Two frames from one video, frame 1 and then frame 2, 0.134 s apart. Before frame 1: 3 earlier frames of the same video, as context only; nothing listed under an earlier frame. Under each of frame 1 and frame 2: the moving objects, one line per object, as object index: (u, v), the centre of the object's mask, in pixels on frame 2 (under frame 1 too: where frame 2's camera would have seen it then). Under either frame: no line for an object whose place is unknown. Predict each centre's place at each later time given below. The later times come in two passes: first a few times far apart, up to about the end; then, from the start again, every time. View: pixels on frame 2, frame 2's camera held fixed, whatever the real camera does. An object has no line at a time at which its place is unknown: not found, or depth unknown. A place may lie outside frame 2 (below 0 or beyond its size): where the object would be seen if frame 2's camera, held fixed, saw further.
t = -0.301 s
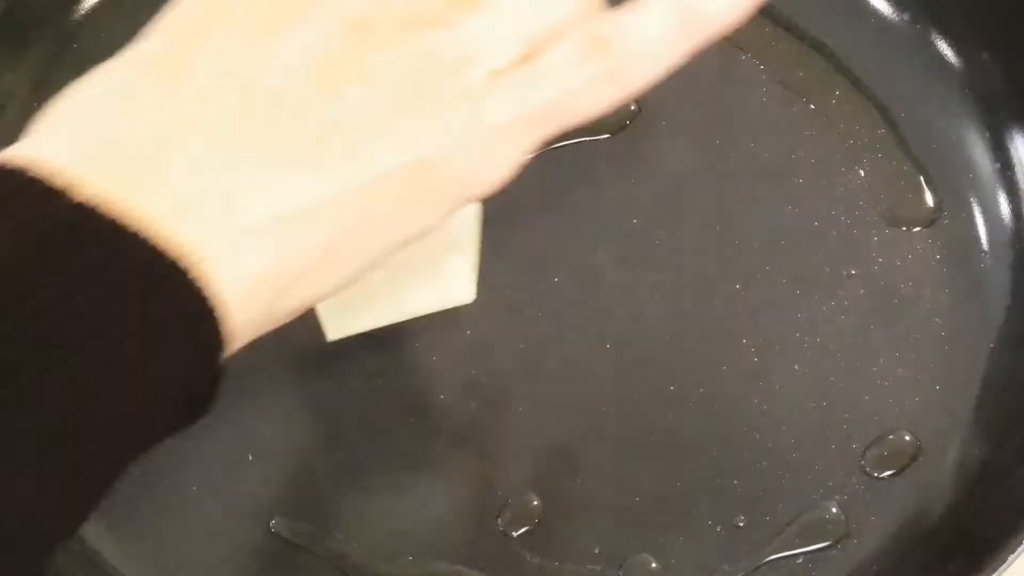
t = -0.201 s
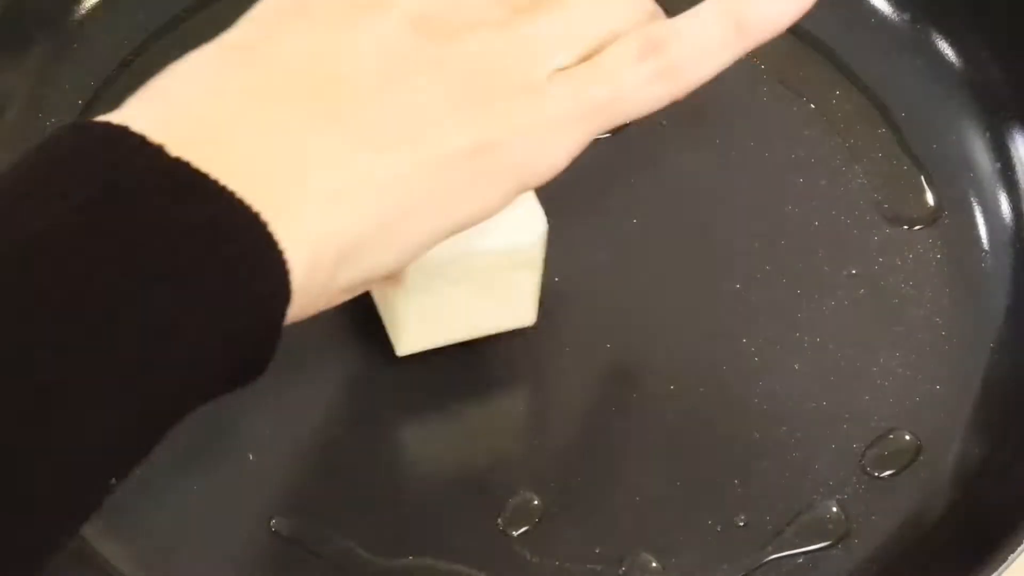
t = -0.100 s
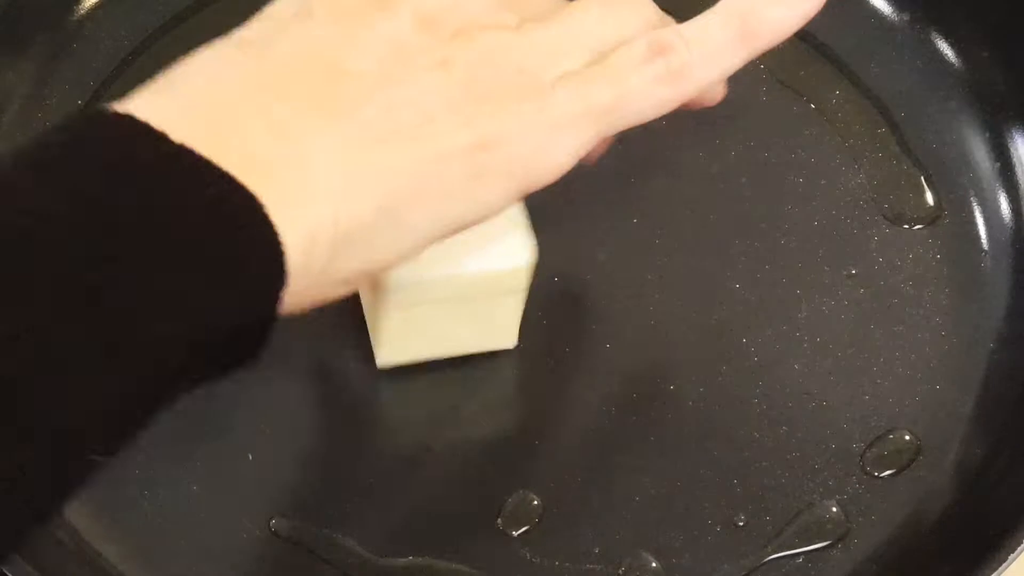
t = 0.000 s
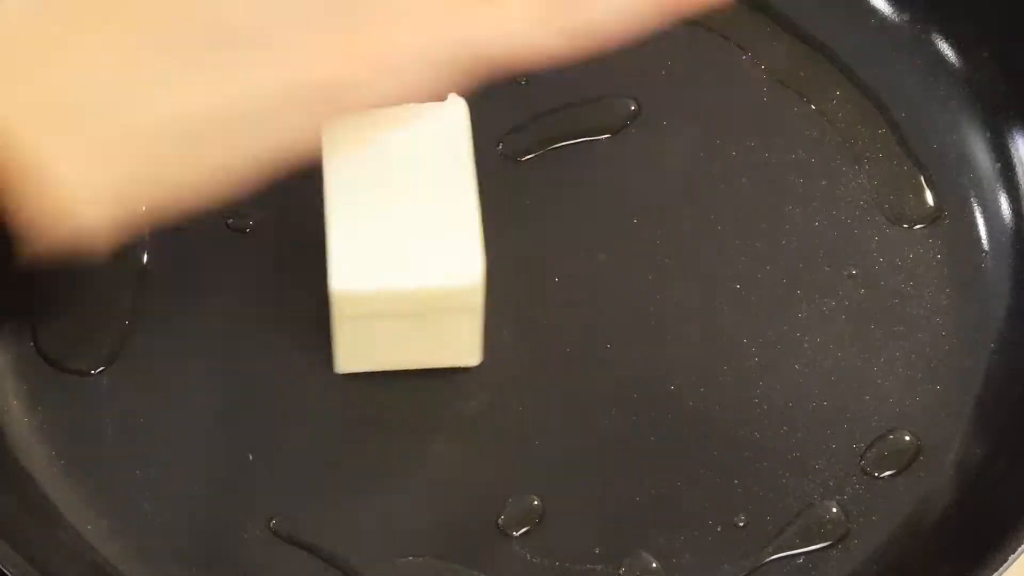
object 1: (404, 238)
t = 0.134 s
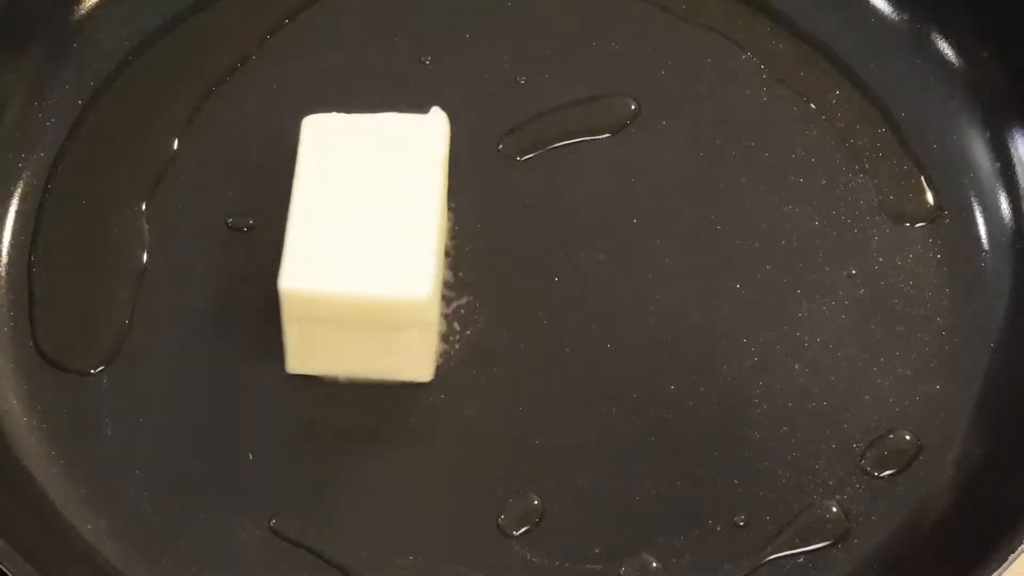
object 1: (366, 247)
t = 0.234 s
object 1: (345, 251)
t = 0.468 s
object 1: (300, 256)
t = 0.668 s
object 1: (264, 259)
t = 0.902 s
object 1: (220, 260)
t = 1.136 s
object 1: (166, 259)
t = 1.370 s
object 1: (127, 254)
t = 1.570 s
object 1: (114, 248)
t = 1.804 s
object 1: (91, 239)
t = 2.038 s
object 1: (84, 232)
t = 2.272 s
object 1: (84, 225)
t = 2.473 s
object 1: (84, 220)
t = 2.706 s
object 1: (85, 214)
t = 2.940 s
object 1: (85, 208)
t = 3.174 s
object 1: (86, 203)
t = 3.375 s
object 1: (86, 197)
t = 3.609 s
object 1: (87, 192)
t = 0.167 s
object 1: (358, 248)
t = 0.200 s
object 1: (352, 250)
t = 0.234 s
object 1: (345, 251)
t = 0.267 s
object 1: (338, 253)
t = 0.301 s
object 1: (331, 254)
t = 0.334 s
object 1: (325, 253)
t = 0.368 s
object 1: (319, 256)
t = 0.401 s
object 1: (312, 256)
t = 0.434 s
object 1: (306, 256)
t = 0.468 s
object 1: (300, 256)
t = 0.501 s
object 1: (294, 256)
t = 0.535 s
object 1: (288, 257)
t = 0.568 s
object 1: (282, 258)
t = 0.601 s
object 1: (276, 257)
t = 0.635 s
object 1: (270, 258)
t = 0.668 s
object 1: (264, 259)
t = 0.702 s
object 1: (258, 260)
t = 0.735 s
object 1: (252, 258)
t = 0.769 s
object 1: (246, 260)
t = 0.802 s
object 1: (239, 259)
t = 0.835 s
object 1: (233, 260)
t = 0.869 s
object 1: (226, 259)
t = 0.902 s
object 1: (220, 260)
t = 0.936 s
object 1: (213, 261)
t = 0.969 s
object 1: (206, 261)
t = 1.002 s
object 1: (198, 259)
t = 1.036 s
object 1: (190, 258)
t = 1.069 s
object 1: (182, 259)
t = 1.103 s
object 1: (175, 260)
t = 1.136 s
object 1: (166, 259)
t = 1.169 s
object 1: (158, 260)
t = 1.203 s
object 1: (149, 258)
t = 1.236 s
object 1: (141, 259)
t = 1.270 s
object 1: (133, 257)
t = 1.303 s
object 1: (129, 257)
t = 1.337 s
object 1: (127, 256)
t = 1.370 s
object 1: (127, 254)
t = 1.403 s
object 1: (126, 252)
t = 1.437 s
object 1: (124, 252)
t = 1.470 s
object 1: (122, 252)
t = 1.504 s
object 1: (119, 250)
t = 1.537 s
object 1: (117, 249)
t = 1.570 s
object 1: (114, 248)
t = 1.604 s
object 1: (111, 248)
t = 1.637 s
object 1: (107, 244)
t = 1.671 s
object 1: (104, 243)
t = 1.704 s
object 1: (100, 242)
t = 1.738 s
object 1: (97, 241)
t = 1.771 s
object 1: (94, 241)
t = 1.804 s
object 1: (91, 239)
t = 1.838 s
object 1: (87, 238)
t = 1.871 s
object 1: (85, 237)
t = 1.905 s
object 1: (84, 236)
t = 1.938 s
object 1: (84, 235)
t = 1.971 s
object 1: (84, 234)
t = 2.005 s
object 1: (84, 233)
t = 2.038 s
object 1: (84, 232)
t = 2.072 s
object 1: (84, 231)
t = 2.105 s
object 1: (84, 231)
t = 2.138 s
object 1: (84, 230)
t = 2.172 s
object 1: (85, 229)
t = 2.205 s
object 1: (85, 229)
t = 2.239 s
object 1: (85, 227)
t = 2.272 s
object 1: (84, 225)
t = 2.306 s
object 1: (84, 224)
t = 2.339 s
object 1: (85, 224)
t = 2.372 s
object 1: (85, 223)
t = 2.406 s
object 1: (85, 222)
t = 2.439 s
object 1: (85, 221)
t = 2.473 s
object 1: (84, 220)
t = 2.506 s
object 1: (84, 220)
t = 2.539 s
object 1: (85, 219)
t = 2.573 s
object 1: (84, 218)
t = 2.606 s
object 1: (85, 216)
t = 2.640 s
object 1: (85, 216)
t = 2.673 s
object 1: (85, 215)
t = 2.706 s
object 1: (85, 214)
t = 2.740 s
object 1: (84, 213)
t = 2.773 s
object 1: (85, 212)
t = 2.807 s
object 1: (85, 211)
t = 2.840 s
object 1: (85, 210)
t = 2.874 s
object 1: (85, 209)
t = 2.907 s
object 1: (85, 209)
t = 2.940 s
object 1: (85, 208)
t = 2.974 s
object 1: (86, 207)
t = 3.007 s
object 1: (85, 206)
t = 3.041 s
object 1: (86, 205)
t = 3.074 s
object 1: (86, 205)
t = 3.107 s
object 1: (86, 204)
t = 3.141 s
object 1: (86, 203)
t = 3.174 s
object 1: (86, 203)
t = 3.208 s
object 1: (86, 201)
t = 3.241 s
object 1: (86, 200)
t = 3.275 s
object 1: (86, 199)
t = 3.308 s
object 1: (86, 199)
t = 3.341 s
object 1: (86, 199)
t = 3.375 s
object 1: (86, 197)
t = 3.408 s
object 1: (87, 196)
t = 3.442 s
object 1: (86, 196)
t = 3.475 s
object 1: (87, 195)
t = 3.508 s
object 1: (87, 194)
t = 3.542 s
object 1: (87, 194)
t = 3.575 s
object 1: (87, 193)
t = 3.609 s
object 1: (87, 192)
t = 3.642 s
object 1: (88, 192)
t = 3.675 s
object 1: (87, 190)
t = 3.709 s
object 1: (87, 189)
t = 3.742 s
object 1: (88, 189)
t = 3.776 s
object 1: (88, 188)
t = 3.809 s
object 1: (88, 188)
